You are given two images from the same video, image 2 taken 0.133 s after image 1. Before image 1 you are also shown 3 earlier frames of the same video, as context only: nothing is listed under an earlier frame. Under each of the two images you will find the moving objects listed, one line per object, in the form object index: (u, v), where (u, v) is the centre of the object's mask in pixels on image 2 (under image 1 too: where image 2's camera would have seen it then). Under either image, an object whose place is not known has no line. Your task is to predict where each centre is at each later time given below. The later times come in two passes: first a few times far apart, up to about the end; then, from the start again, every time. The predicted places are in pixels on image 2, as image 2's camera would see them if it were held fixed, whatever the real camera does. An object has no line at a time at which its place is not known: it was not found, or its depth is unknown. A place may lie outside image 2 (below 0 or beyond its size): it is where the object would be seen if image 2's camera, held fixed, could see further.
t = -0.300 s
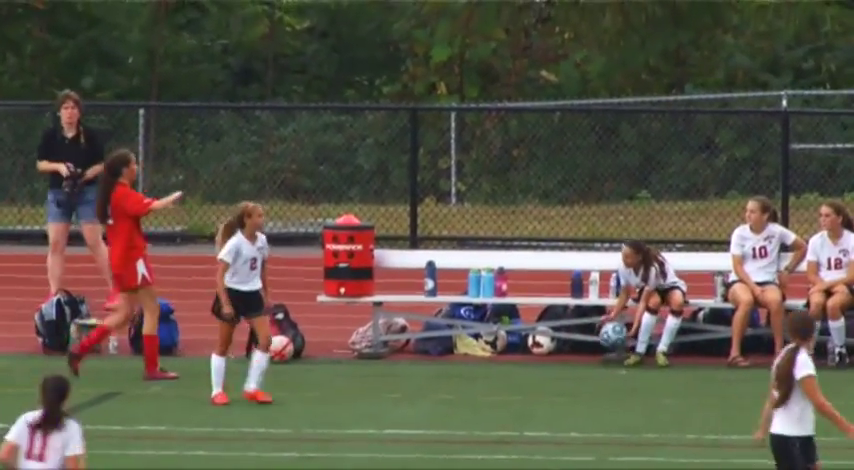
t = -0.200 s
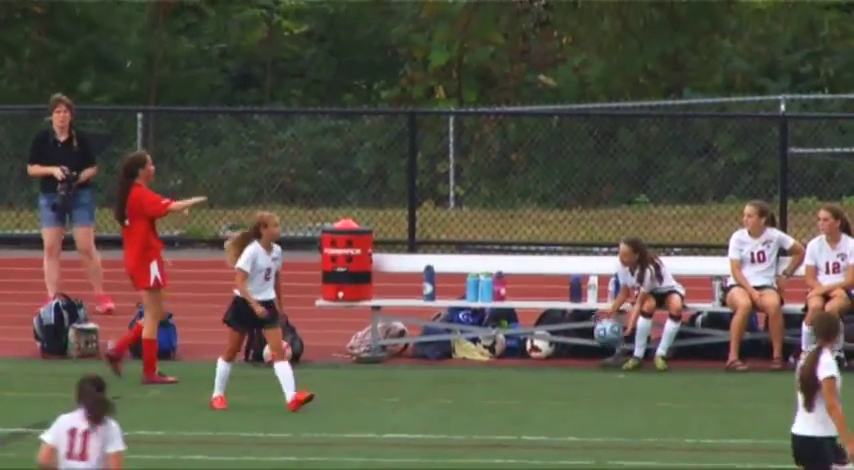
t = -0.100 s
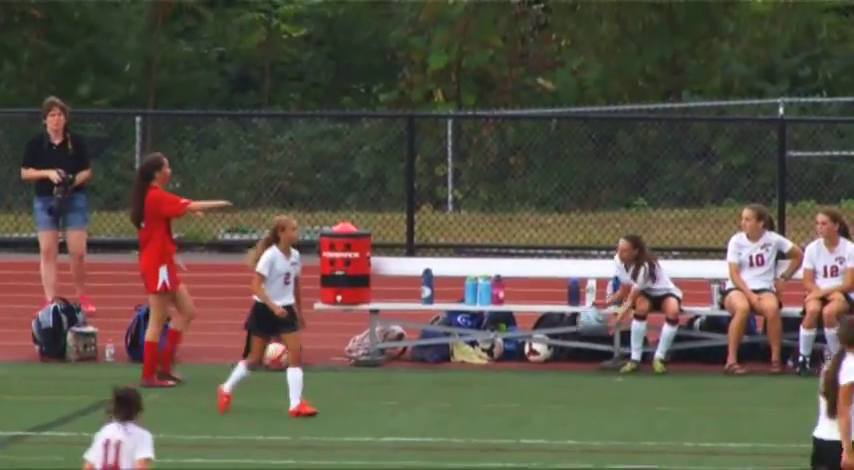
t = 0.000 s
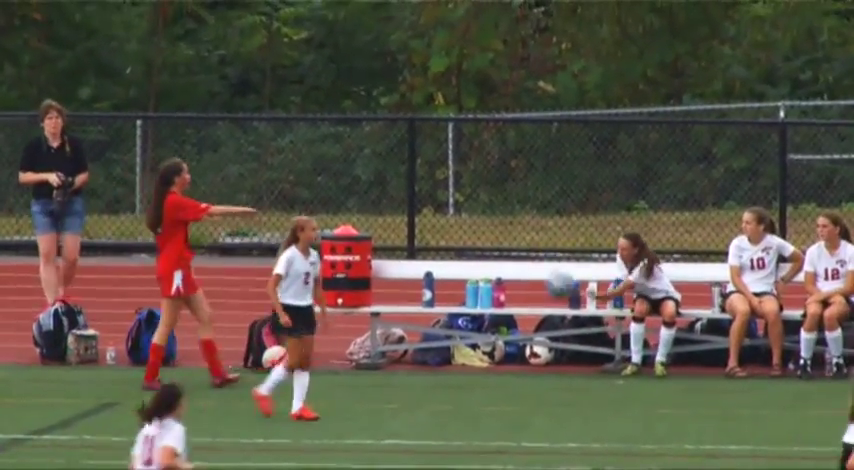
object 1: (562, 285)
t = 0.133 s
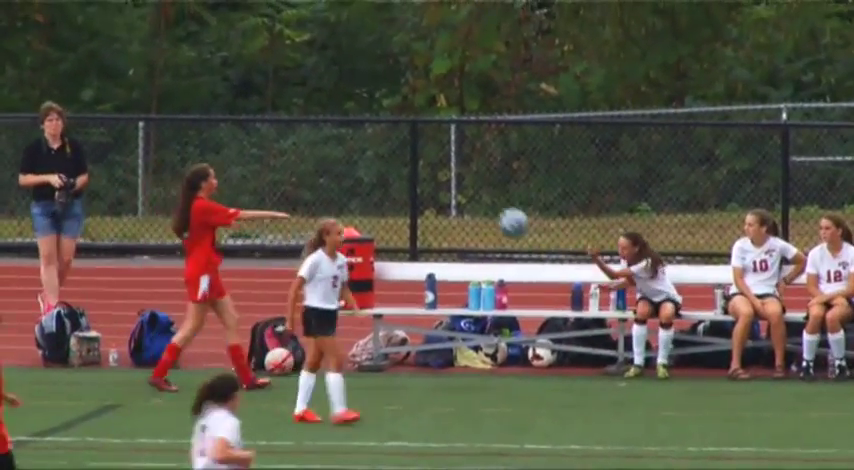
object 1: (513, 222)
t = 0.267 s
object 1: (465, 181)
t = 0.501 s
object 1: (380, 164)
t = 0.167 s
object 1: (501, 210)
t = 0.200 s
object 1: (489, 199)
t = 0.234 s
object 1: (477, 189)
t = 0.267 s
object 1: (465, 181)
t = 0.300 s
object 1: (454, 176)
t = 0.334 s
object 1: (441, 171)
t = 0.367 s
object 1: (430, 165)
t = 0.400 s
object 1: (417, 163)
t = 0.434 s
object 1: (406, 162)
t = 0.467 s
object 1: (393, 163)
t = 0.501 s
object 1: (380, 164)
